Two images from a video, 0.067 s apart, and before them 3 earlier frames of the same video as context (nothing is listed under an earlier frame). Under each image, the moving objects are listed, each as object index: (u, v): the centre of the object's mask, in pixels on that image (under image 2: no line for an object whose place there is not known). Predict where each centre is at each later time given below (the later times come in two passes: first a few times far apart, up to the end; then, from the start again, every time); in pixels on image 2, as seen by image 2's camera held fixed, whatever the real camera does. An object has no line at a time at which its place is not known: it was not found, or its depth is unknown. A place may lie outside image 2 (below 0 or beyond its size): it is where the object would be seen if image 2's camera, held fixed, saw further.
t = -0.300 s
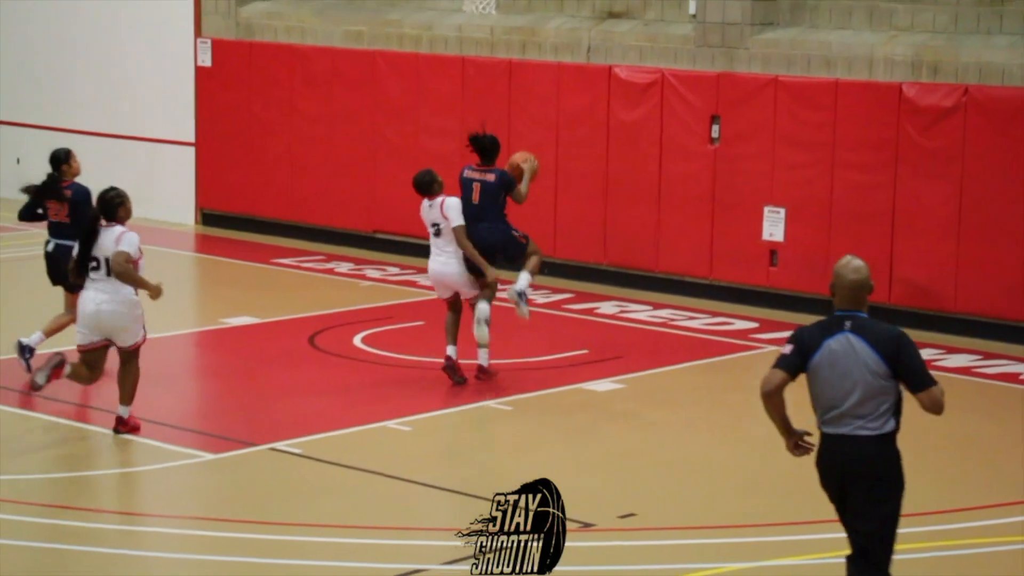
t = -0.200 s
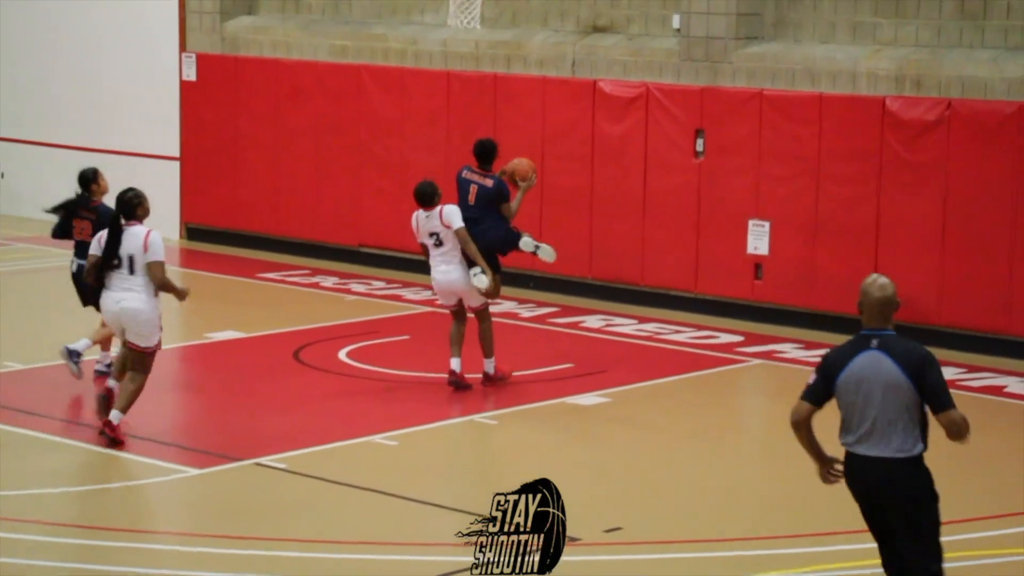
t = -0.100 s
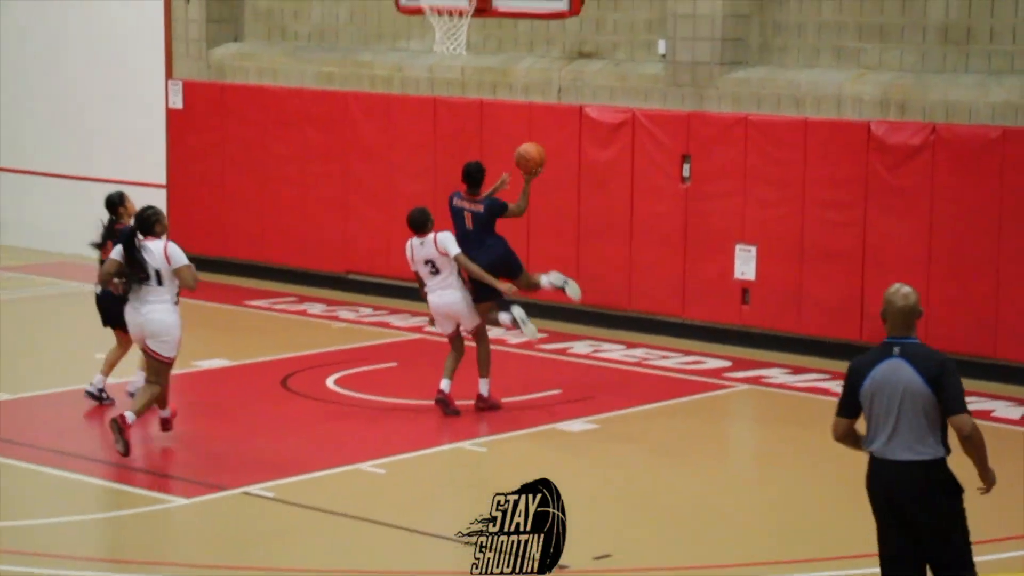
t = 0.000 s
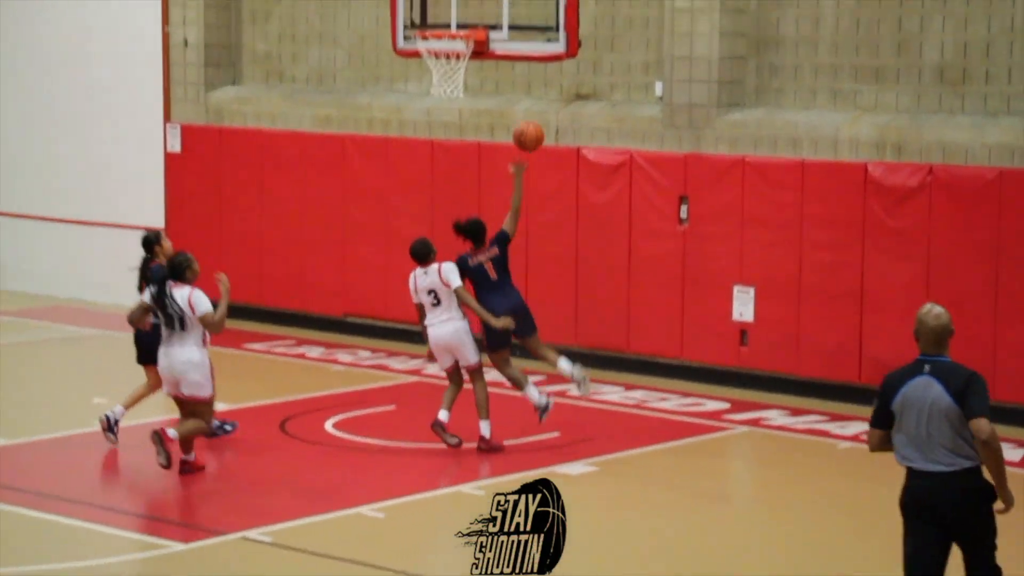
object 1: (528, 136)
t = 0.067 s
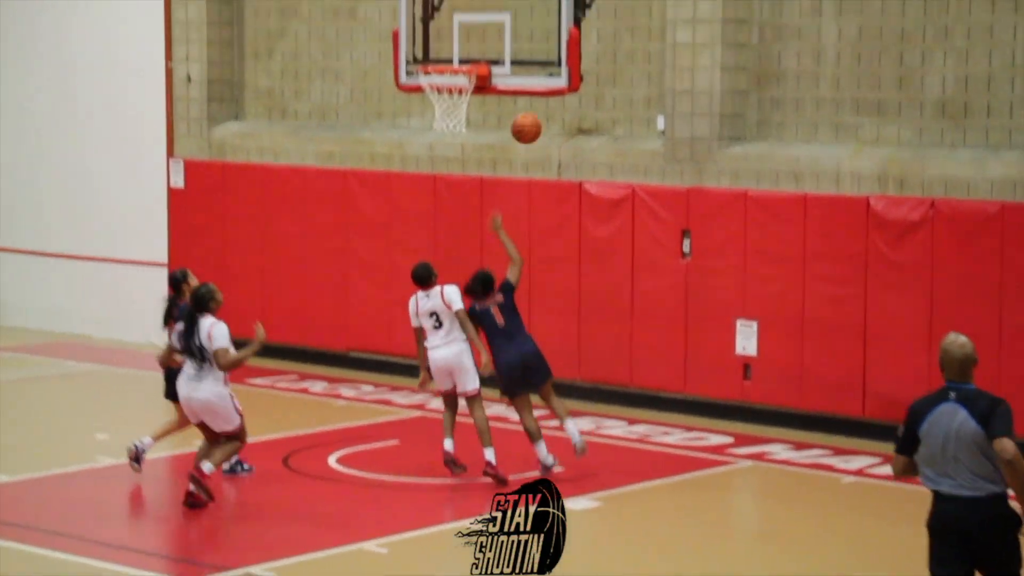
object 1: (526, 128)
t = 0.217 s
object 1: (515, 56)
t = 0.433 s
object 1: (499, 9)
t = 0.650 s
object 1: (447, 32)
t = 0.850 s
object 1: (453, 54)
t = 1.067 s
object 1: (440, 53)
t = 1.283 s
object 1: (446, 80)
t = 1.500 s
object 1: (461, 118)
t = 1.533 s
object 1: (462, 122)
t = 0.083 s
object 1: (525, 118)
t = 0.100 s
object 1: (524, 109)
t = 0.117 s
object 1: (522, 101)
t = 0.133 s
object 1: (521, 92)
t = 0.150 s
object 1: (520, 84)
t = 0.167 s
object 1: (519, 77)
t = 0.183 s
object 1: (518, 69)
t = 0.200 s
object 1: (517, 63)
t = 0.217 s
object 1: (515, 56)
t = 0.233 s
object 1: (514, 50)
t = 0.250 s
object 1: (513, 45)
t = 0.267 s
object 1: (512, 39)
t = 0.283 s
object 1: (511, 35)
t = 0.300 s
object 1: (509, 31)
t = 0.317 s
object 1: (508, 27)
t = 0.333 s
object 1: (507, 23)
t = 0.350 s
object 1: (505, 19)
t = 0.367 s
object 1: (504, 17)
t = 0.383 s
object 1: (503, 14)
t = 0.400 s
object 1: (502, 12)
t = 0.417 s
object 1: (501, 10)
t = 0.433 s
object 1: (499, 9)
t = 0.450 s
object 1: (495, 9)
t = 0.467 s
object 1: (491, 9)
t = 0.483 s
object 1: (487, 9)
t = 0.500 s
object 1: (482, 10)
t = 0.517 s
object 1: (479, 11)
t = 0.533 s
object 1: (475, 12)
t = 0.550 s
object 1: (471, 14)
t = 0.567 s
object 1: (467, 16)
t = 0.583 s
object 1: (463, 18)
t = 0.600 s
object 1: (458, 21)
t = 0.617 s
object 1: (455, 24)
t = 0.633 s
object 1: (451, 28)
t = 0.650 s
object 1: (447, 32)
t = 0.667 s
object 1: (443, 36)
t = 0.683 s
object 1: (438, 40)
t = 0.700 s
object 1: (435, 45)
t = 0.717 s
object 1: (431, 50)
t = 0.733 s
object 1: (427, 54)
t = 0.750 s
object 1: (428, 56)
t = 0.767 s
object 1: (433, 55)
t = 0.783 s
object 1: (436, 54)
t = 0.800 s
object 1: (440, 55)
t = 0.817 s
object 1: (445, 54)
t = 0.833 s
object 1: (449, 54)
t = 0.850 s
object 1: (453, 54)
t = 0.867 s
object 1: (457, 56)
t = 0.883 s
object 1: (461, 56)
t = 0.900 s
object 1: (463, 56)
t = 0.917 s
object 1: (461, 55)
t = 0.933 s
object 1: (459, 54)
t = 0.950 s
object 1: (456, 53)
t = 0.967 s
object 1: (454, 52)
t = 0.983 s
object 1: (452, 52)
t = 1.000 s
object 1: (449, 51)
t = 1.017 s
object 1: (447, 51)
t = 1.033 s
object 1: (445, 52)
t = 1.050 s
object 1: (443, 52)
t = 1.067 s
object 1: (440, 53)
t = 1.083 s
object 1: (437, 54)
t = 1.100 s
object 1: (436, 55)
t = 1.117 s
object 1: (434, 56)
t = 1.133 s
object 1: (432, 57)
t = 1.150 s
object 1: (432, 58)
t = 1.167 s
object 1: (434, 58)
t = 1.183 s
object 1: (435, 59)
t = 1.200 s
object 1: (437, 62)
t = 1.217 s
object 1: (438, 65)
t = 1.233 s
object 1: (440, 68)
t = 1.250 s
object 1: (443, 71)
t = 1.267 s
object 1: (444, 74)
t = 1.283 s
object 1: (446, 80)
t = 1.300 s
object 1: (448, 82)
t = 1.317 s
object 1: (451, 85)
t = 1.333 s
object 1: (452, 87)
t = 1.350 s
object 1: (453, 93)
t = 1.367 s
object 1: (455, 96)
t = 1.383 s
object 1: (457, 99)
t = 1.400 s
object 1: (459, 102)
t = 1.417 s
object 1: (460, 106)
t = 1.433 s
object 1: (460, 108)
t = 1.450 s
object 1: (461, 110)
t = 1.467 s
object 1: (461, 112)
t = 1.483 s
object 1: (461, 116)
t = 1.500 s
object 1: (461, 118)
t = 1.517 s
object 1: (462, 121)
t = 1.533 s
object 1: (462, 122)
